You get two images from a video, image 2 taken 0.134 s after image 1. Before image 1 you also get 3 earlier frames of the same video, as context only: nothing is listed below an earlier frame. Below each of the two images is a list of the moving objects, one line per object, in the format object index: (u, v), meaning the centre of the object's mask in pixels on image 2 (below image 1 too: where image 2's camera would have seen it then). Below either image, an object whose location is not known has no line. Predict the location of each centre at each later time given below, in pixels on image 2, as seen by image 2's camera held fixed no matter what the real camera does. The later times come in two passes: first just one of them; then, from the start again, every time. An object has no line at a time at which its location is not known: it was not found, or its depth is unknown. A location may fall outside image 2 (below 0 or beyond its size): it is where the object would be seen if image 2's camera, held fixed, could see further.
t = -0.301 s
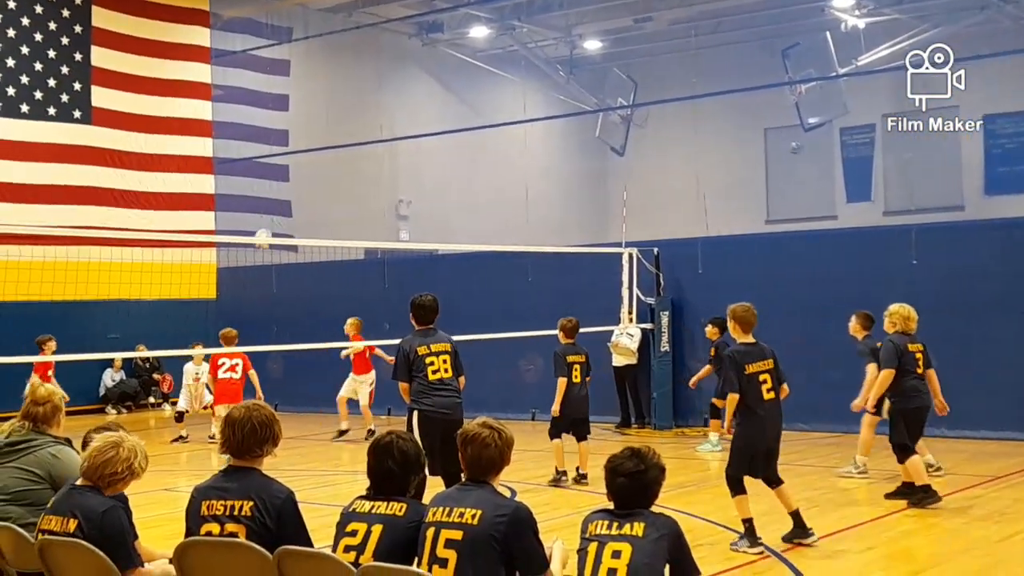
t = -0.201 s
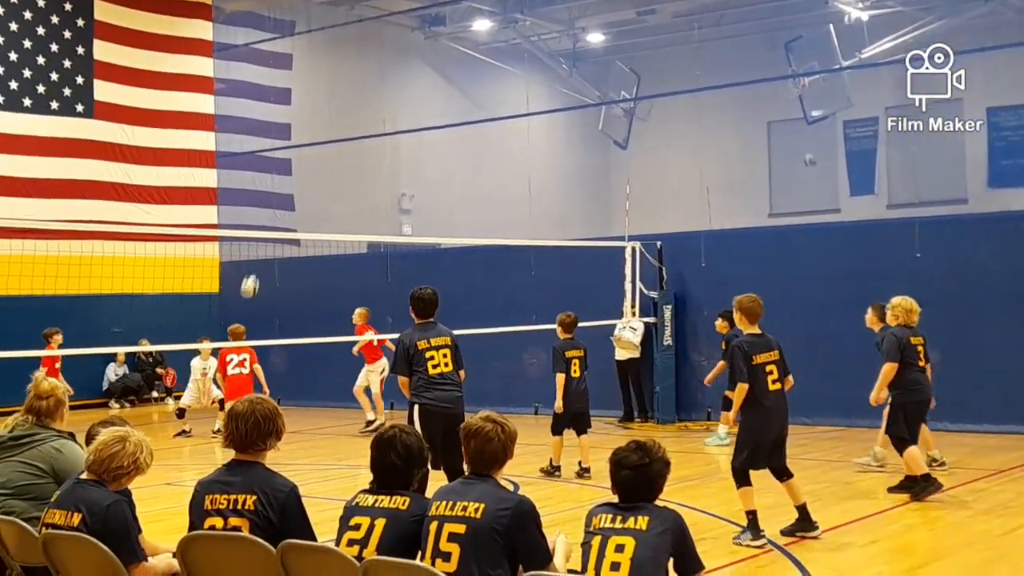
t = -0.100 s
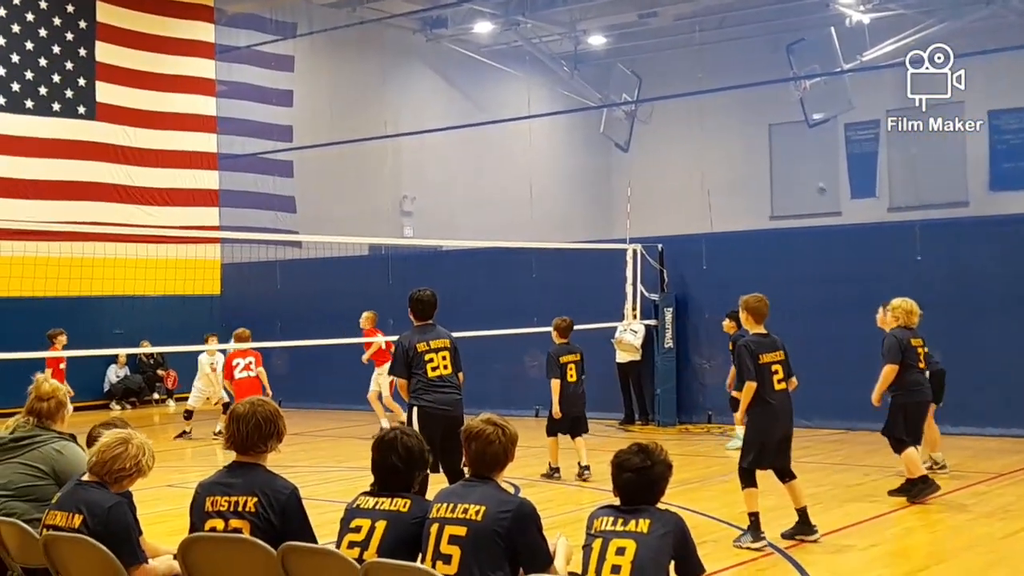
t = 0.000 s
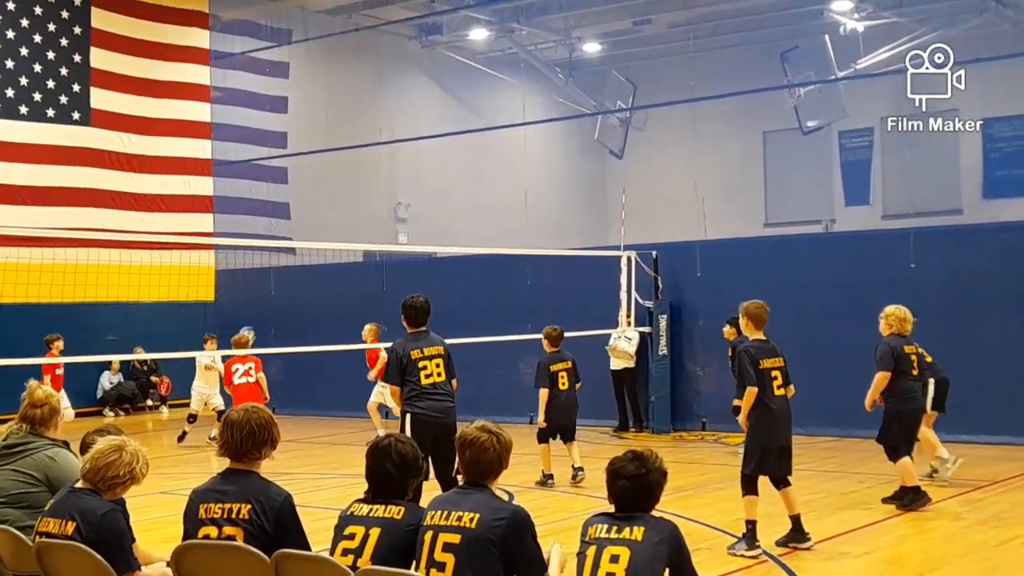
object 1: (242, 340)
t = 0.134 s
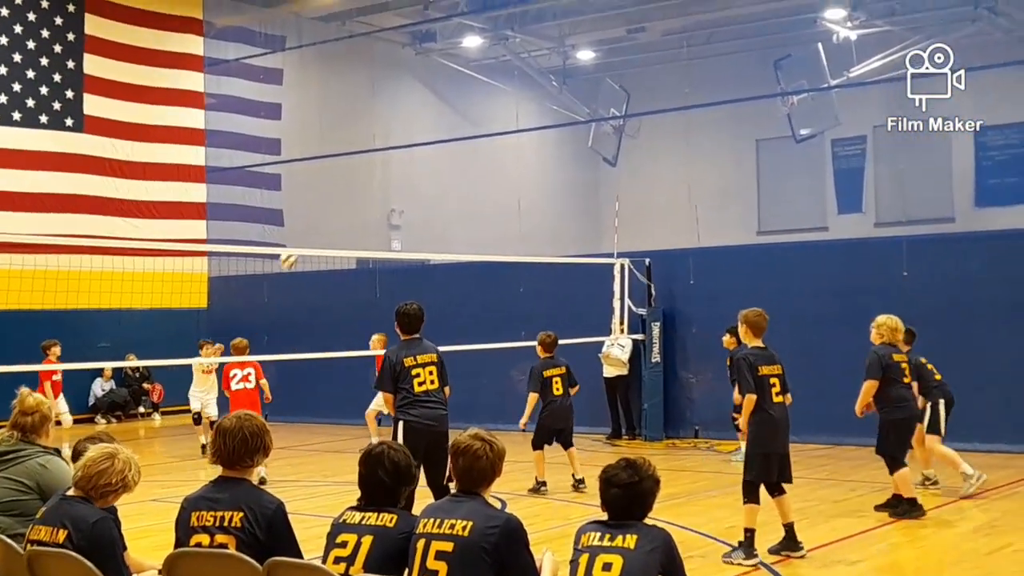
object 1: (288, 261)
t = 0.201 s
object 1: (314, 220)
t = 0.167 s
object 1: (301, 238)
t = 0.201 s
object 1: (314, 220)
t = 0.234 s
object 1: (327, 202)
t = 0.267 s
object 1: (340, 185)
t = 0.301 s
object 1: (352, 169)
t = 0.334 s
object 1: (365, 153)
